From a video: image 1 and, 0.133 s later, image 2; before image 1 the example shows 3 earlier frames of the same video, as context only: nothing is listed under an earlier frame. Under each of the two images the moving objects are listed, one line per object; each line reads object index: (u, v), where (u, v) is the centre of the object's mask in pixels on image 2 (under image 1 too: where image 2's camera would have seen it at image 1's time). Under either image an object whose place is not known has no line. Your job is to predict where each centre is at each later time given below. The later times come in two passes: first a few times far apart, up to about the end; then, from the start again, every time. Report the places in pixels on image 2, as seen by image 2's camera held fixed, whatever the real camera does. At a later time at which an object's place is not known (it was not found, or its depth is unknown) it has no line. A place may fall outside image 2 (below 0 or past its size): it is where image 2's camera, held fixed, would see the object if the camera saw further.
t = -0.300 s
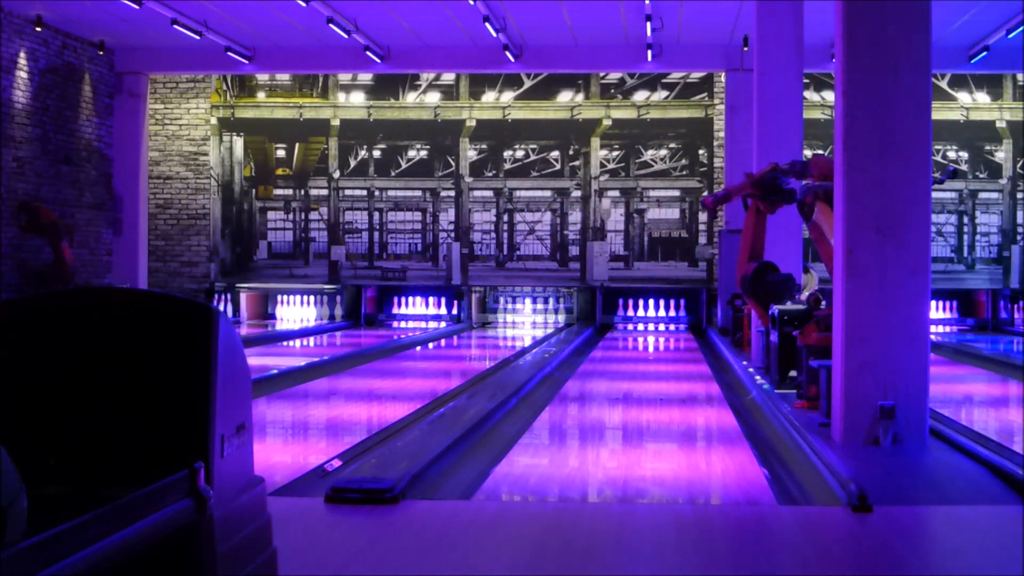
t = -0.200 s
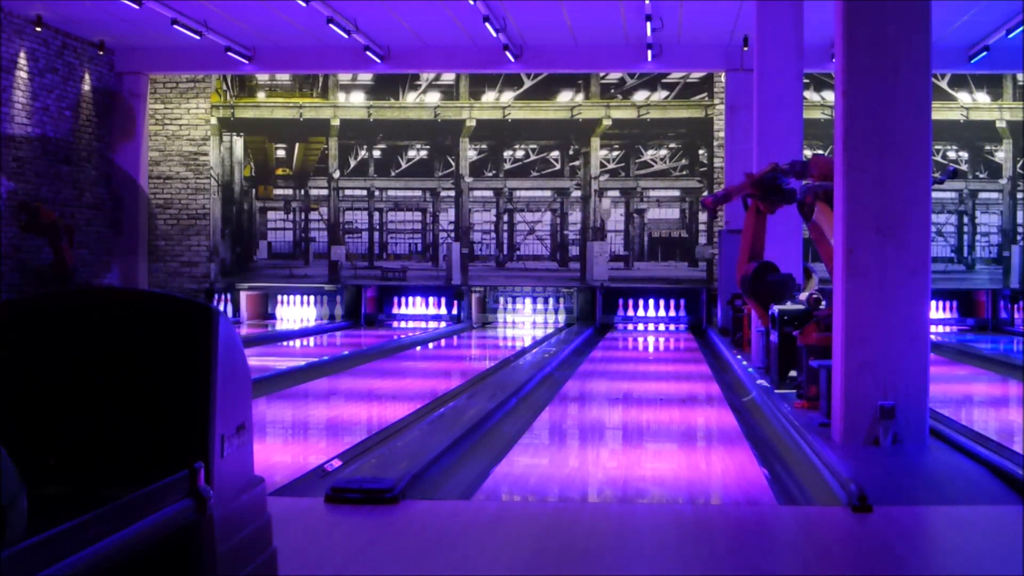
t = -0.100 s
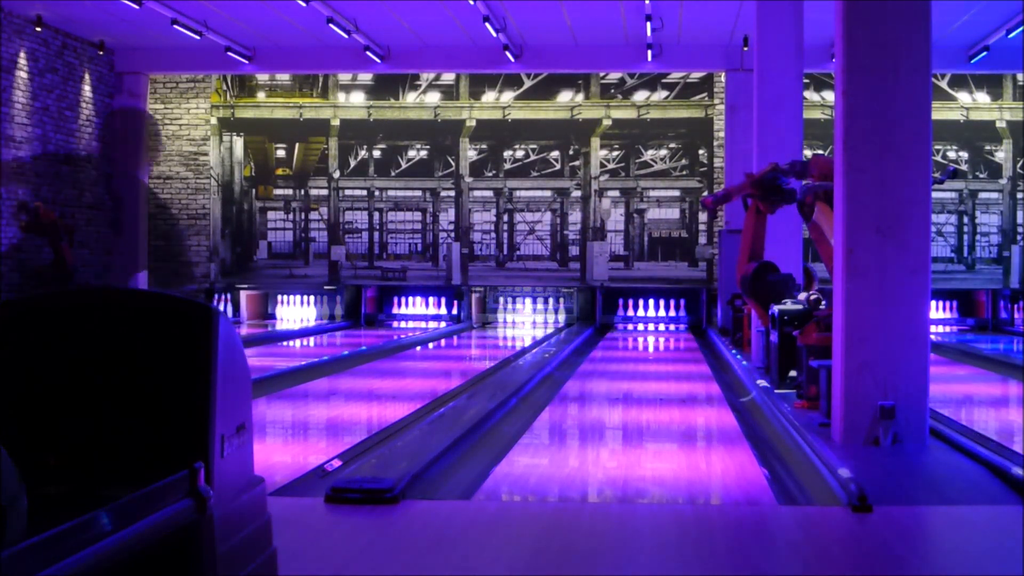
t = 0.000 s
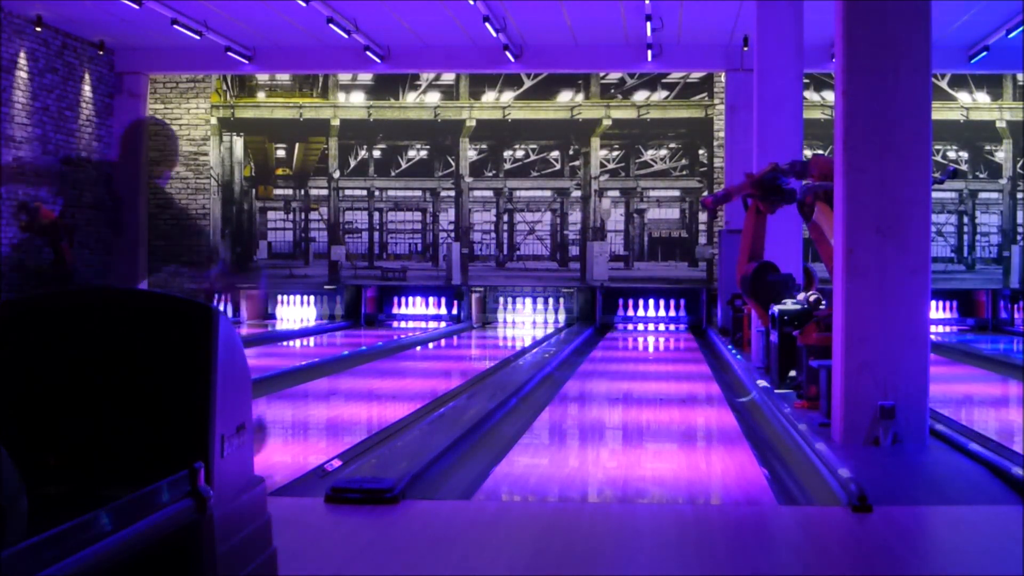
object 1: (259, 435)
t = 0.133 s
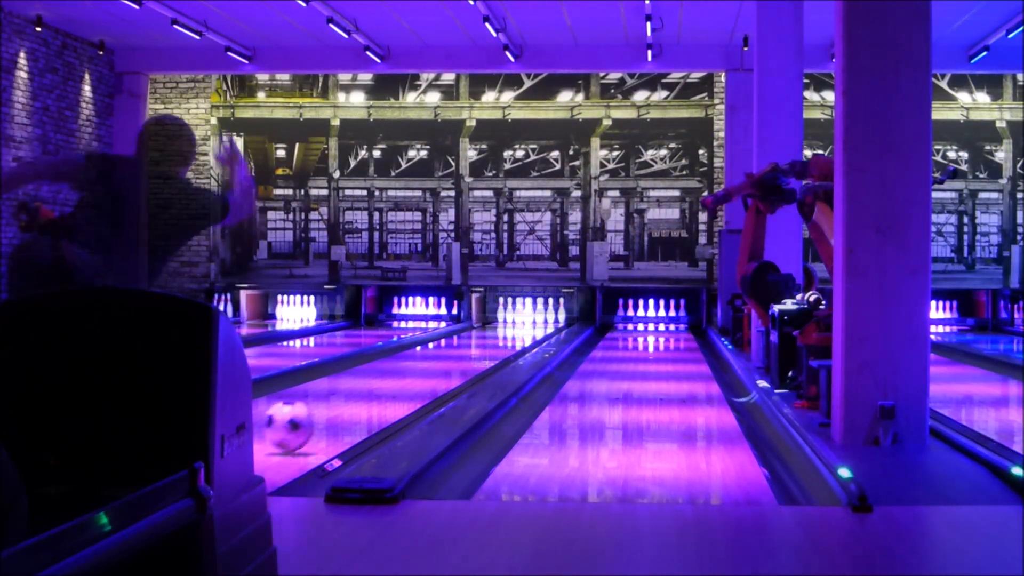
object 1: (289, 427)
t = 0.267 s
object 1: (334, 412)
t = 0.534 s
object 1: (394, 388)
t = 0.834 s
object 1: (444, 368)
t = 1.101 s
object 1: (473, 356)
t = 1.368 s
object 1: (493, 347)
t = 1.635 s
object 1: (510, 339)
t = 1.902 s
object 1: (521, 333)
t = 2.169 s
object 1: (529, 329)
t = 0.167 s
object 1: (304, 423)
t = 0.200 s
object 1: (316, 419)
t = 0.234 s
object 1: (322, 416)
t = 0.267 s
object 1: (334, 412)
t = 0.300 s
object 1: (345, 408)
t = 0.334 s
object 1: (351, 406)
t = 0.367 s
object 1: (361, 402)
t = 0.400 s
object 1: (370, 398)
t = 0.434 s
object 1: (376, 396)
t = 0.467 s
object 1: (383, 393)
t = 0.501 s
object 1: (390, 389)
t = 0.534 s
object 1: (394, 388)
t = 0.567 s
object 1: (401, 385)
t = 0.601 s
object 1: (409, 383)
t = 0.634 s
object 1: (412, 381)
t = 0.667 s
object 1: (418, 379)
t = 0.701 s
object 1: (425, 376)
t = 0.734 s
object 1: (431, 373)
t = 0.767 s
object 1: (434, 372)
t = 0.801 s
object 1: (438, 370)
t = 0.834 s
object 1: (444, 368)
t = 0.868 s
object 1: (446, 367)
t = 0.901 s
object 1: (451, 365)
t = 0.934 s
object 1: (456, 363)
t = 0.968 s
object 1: (458, 362)
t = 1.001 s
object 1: (463, 360)
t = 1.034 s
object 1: (467, 359)
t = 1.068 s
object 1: (469, 358)
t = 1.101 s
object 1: (473, 356)
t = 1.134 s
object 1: (476, 355)
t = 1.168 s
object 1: (477, 353)
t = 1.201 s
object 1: (481, 352)
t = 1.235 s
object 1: (484, 351)
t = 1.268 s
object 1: (485, 351)
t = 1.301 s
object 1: (489, 349)
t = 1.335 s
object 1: (491, 347)
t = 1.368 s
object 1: (493, 347)
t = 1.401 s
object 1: (497, 346)
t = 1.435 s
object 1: (498, 344)
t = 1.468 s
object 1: (500, 343)
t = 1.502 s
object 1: (503, 343)
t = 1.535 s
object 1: (504, 342)
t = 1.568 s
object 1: (505, 341)
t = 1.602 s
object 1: (508, 340)
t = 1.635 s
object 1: (510, 339)
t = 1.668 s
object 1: (511, 339)
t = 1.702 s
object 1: (513, 338)
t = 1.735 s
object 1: (514, 337)
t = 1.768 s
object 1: (515, 337)
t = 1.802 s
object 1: (516, 336)
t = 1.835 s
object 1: (519, 335)
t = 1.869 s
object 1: (520, 335)
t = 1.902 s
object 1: (521, 333)
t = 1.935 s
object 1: (523, 333)
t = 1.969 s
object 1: (524, 332)
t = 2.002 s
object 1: (526, 331)
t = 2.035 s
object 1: (527, 330)
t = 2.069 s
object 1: (527, 330)
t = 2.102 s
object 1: (528, 330)
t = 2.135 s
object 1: (529, 329)
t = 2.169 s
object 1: (529, 329)
